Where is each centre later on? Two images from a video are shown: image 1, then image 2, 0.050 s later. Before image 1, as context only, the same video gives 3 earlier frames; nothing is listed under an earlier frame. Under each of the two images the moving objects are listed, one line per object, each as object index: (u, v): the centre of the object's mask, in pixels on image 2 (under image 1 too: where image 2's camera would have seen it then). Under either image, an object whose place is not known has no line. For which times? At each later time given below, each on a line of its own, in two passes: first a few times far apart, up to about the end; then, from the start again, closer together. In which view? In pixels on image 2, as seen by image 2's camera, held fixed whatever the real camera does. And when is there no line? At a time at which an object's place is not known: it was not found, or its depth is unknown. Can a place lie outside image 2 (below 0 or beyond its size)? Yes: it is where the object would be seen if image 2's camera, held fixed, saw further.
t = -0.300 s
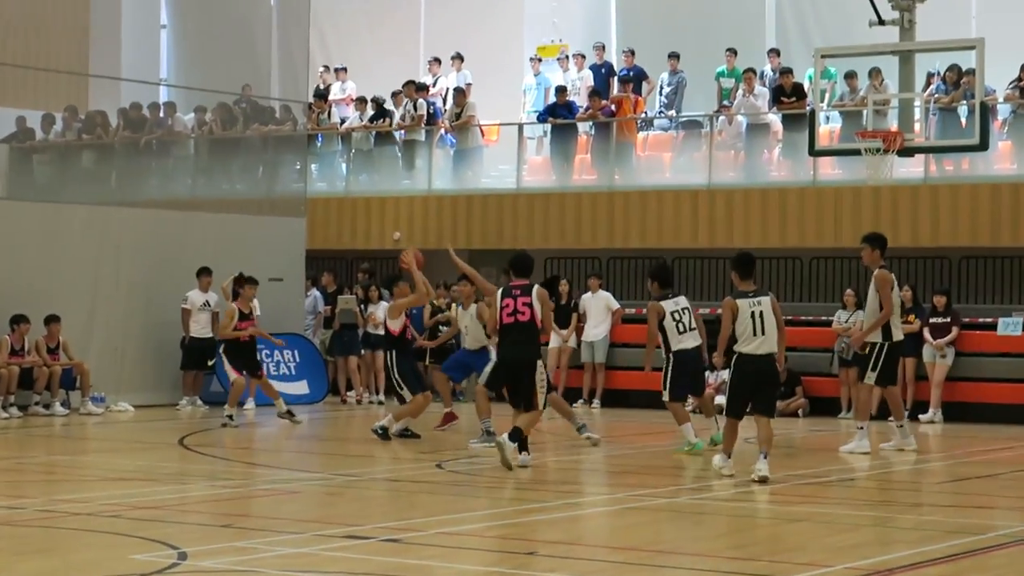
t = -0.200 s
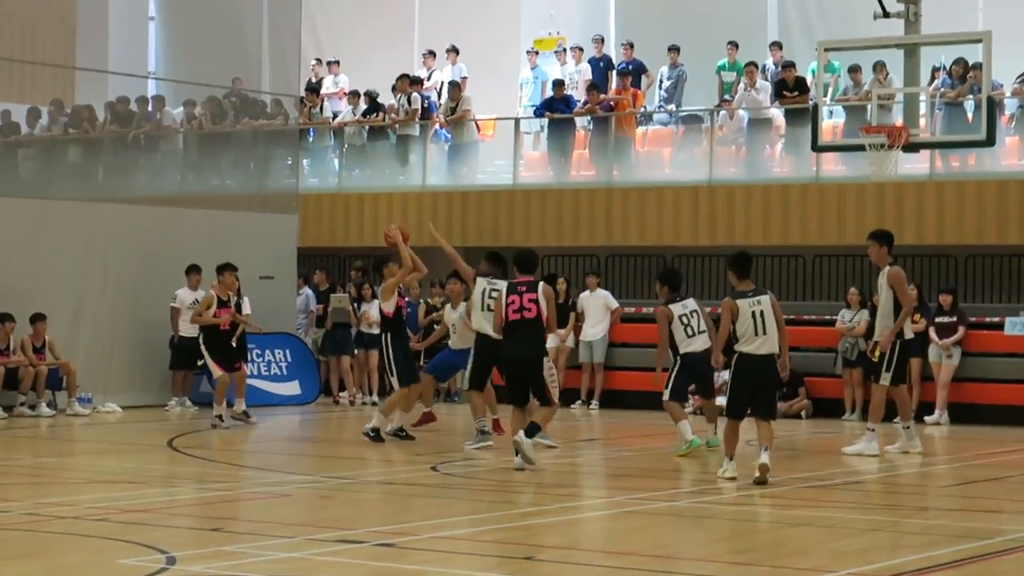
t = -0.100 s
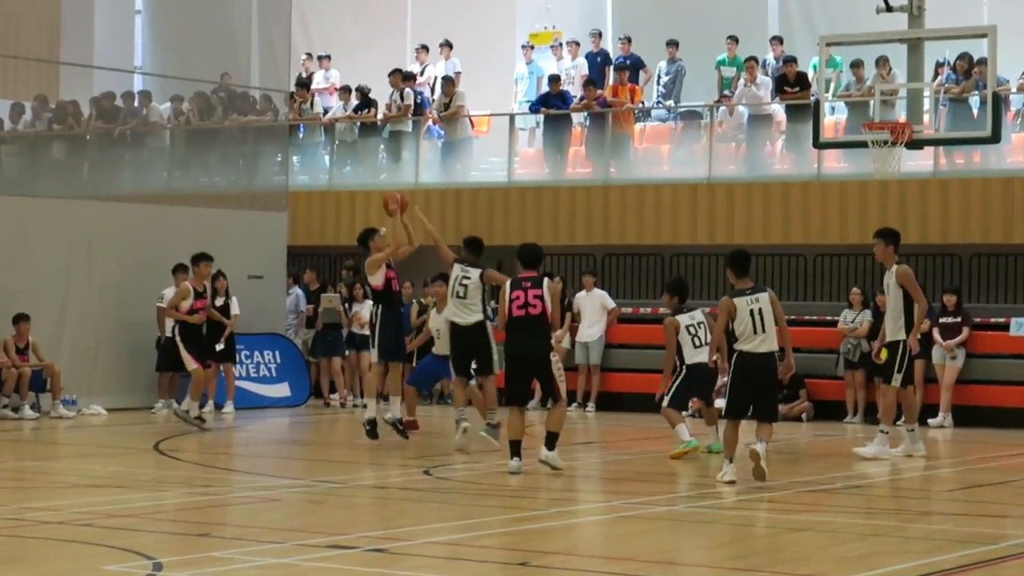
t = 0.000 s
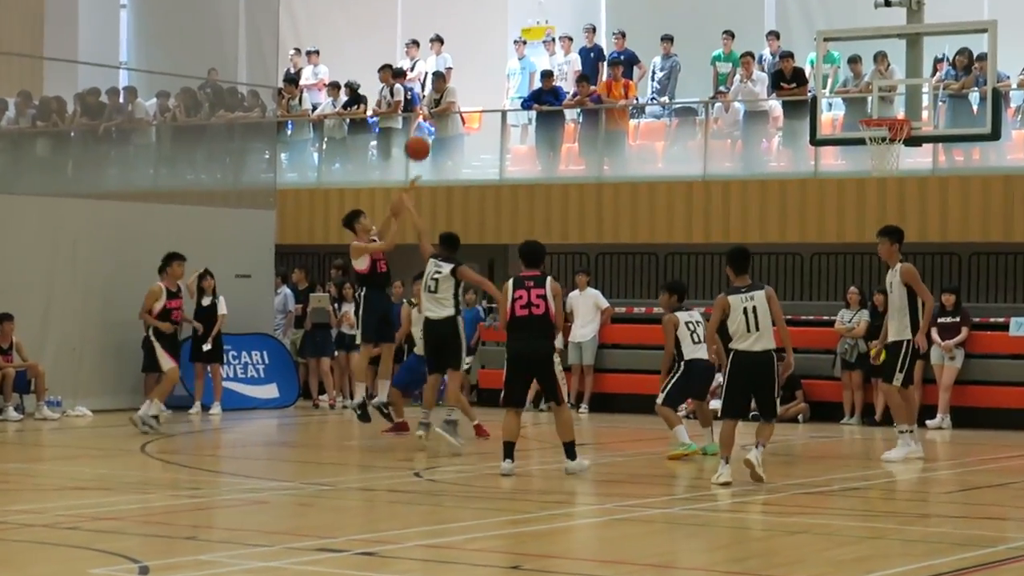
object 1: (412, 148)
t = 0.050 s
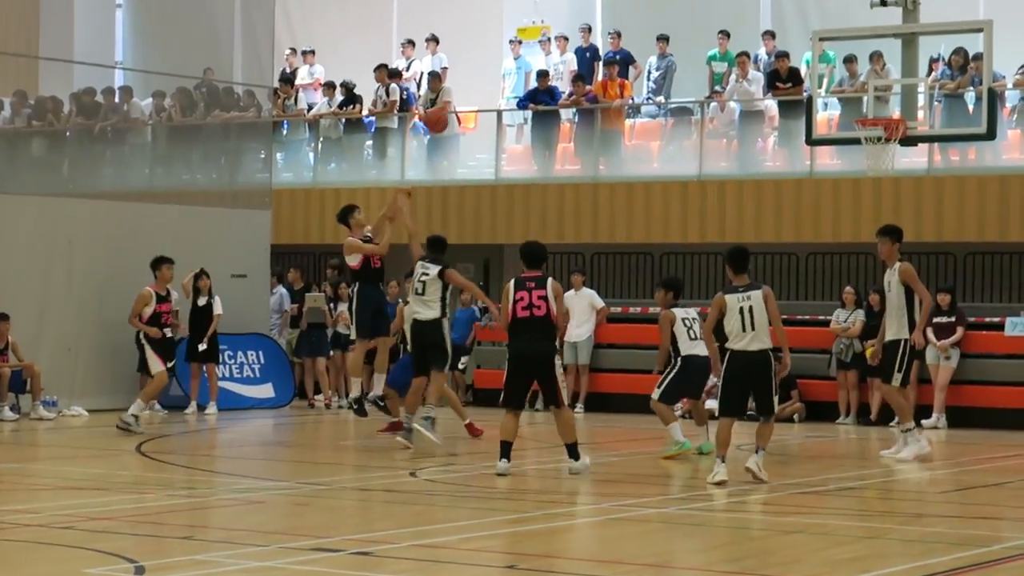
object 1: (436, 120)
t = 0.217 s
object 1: (509, 49)
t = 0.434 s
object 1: (605, 1)
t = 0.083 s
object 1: (450, 104)
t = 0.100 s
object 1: (458, 96)
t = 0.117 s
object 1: (465, 88)
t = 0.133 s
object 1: (472, 81)
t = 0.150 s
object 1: (479, 74)
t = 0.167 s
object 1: (487, 67)
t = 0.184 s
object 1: (494, 61)
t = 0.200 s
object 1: (502, 55)
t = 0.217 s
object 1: (509, 49)
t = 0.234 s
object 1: (516, 44)
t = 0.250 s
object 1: (524, 38)
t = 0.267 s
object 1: (532, 33)
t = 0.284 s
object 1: (539, 29)
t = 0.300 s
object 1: (547, 24)
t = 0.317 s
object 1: (554, 20)
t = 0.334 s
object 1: (562, 17)
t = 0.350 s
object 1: (568, 13)
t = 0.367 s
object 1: (575, 10)
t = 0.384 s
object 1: (581, 7)
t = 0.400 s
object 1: (588, 5)
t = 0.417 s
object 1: (597, 2)
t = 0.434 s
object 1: (605, 1)
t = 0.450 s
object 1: (613, -1)
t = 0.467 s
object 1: (620, -2)
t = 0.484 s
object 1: (627, -3)
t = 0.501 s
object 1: (634, -4)
